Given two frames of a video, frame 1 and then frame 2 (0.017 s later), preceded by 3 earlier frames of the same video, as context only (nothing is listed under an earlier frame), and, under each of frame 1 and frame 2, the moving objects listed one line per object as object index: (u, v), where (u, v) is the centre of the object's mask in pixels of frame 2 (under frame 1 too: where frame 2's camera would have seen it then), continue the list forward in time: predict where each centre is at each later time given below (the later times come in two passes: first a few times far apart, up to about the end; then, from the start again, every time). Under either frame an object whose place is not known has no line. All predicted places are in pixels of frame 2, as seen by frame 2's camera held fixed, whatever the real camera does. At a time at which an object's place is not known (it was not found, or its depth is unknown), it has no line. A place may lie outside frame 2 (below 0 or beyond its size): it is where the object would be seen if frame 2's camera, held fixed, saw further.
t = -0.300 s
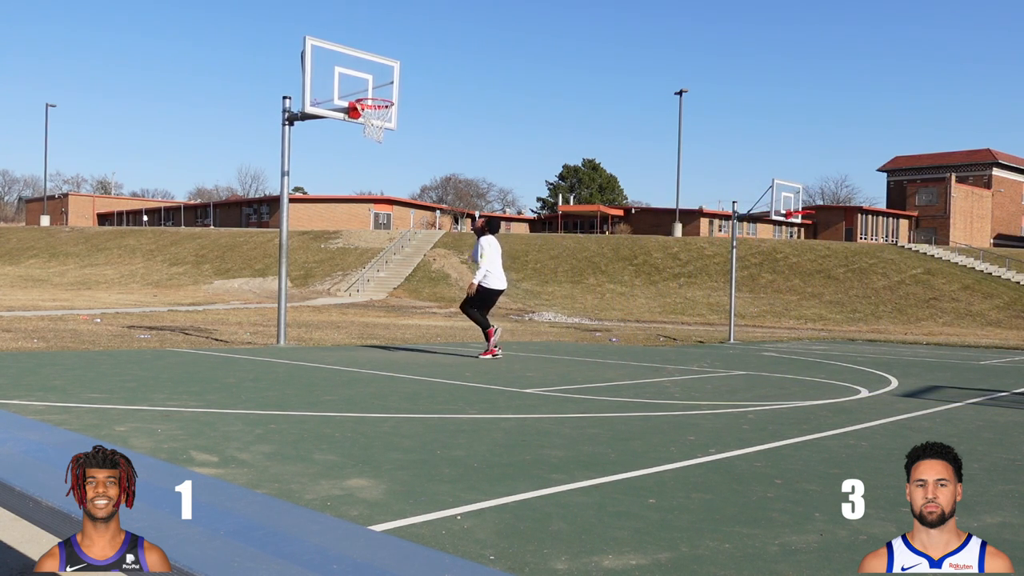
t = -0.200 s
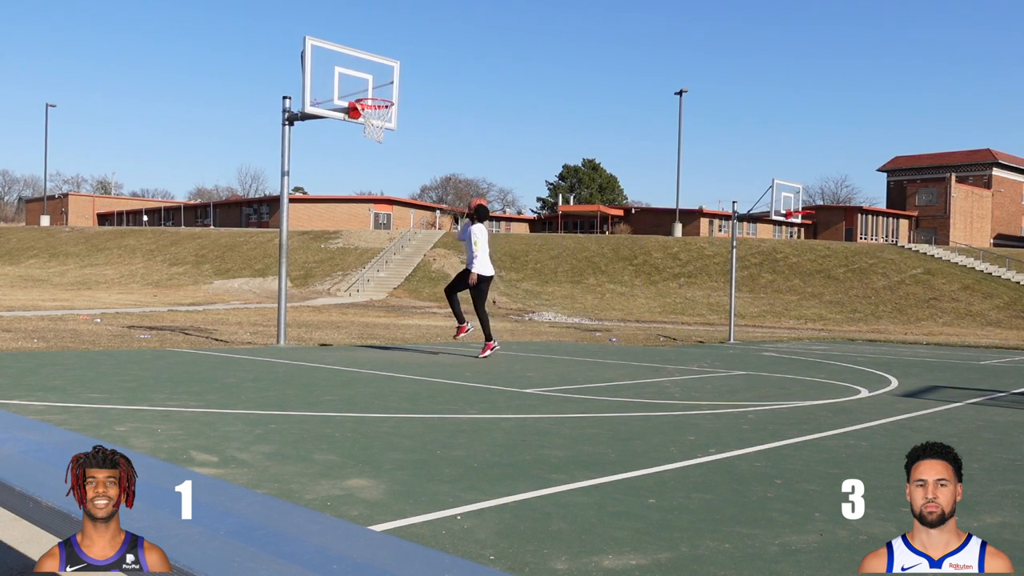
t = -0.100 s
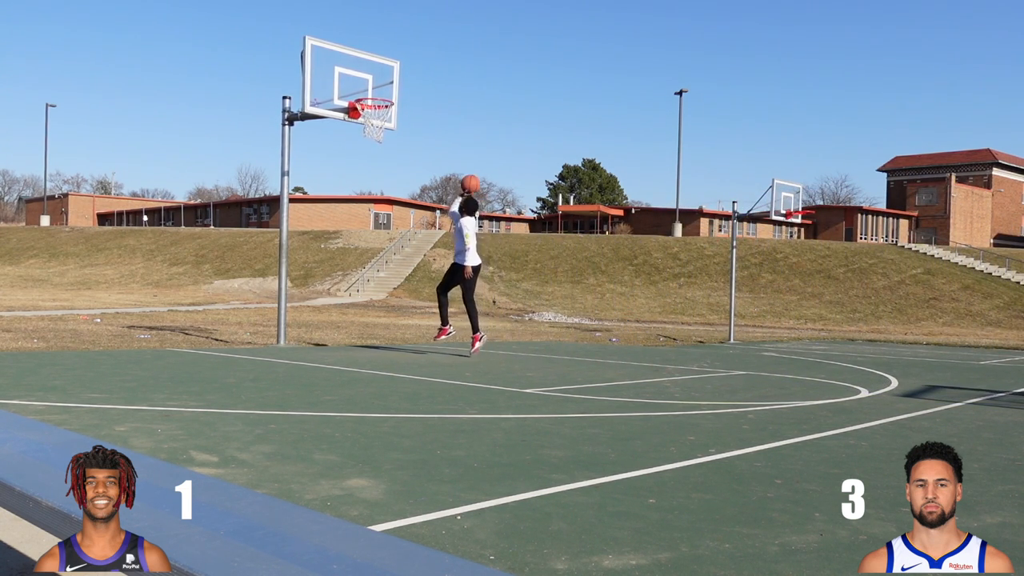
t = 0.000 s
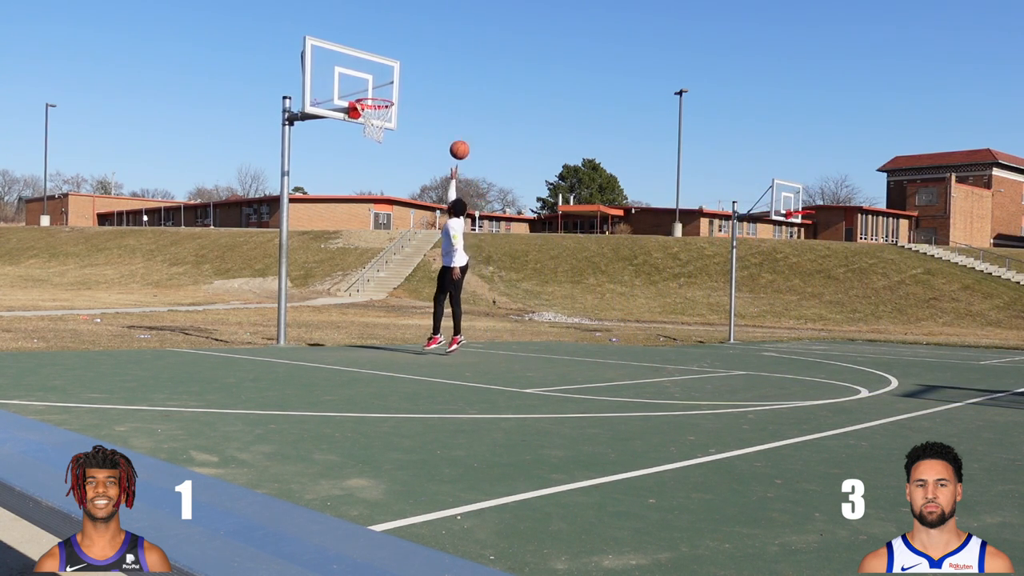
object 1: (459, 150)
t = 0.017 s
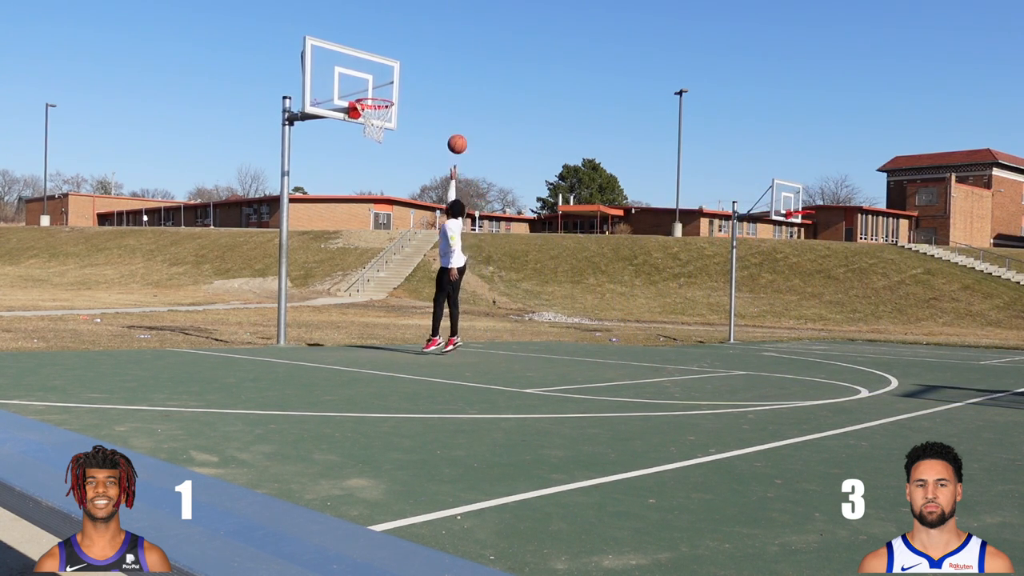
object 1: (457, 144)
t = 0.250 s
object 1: (426, 85)
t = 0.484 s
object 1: (394, 72)
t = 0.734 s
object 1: (369, 95)
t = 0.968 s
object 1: (367, 98)
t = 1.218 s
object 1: (385, 124)
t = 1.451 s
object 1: (384, 149)
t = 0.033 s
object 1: (455, 138)
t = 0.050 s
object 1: (453, 132)
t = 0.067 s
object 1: (450, 127)
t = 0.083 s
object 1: (448, 122)
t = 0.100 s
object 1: (446, 117)
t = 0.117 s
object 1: (444, 113)
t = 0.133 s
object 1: (441, 109)
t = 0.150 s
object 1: (439, 105)
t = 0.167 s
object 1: (437, 101)
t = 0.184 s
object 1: (435, 97)
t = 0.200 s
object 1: (432, 94)
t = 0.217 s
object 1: (430, 91)
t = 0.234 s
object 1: (428, 88)
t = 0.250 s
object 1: (426, 85)
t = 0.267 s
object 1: (423, 83)
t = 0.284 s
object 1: (421, 81)
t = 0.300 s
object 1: (419, 79)
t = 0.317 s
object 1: (417, 77)
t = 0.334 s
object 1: (414, 76)
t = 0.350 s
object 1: (412, 74)
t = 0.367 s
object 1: (410, 73)
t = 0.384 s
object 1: (407, 72)
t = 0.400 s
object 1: (405, 72)
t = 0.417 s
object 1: (403, 71)
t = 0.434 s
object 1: (400, 71)
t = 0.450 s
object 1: (398, 71)
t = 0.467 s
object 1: (396, 71)
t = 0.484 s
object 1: (394, 72)
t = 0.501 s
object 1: (391, 72)
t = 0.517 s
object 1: (389, 73)
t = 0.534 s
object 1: (387, 74)
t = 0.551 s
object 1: (384, 75)
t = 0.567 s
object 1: (382, 77)
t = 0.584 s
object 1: (380, 79)
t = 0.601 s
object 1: (377, 81)
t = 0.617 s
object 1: (375, 83)
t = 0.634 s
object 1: (373, 85)
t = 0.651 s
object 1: (370, 88)
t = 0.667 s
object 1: (367, 91)
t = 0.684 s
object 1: (365, 93)
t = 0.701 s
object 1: (363, 95)
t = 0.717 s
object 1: (366, 95)
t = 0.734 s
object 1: (369, 95)
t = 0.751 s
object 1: (373, 95)
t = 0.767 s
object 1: (376, 96)
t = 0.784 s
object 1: (380, 95)
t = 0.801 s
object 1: (383, 98)
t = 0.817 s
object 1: (384, 98)
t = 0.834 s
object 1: (382, 98)
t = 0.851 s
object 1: (380, 95)
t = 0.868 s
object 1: (378, 97)
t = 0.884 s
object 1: (376, 97)
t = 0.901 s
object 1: (373, 97)
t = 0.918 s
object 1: (371, 97)
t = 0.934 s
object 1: (368, 97)
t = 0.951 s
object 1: (366, 98)
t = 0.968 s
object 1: (367, 98)
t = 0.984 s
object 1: (368, 100)
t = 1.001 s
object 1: (368, 100)
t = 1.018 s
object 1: (370, 101)
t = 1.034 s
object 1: (371, 103)
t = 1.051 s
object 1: (372, 104)
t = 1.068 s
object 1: (374, 105)
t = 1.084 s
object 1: (377, 106)
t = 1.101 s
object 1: (378, 107)
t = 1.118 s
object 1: (380, 109)
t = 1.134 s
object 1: (380, 112)
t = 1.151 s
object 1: (381, 114)
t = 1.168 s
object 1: (382, 118)
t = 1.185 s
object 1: (384, 120)
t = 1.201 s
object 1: (384, 122)
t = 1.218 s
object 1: (385, 124)
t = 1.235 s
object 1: (385, 125)
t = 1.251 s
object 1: (386, 126)
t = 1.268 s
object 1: (386, 127)
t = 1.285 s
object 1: (386, 128)
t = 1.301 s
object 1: (386, 130)
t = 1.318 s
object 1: (386, 131)
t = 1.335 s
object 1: (386, 133)
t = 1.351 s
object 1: (386, 135)
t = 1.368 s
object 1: (386, 137)
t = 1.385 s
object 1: (385, 139)
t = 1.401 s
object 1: (385, 142)
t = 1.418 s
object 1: (385, 144)
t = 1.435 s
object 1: (385, 146)
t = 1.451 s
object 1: (384, 149)
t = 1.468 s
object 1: (384, 152)
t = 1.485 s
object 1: (384, 156)
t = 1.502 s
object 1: (383, 159)
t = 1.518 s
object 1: (383, 163)
